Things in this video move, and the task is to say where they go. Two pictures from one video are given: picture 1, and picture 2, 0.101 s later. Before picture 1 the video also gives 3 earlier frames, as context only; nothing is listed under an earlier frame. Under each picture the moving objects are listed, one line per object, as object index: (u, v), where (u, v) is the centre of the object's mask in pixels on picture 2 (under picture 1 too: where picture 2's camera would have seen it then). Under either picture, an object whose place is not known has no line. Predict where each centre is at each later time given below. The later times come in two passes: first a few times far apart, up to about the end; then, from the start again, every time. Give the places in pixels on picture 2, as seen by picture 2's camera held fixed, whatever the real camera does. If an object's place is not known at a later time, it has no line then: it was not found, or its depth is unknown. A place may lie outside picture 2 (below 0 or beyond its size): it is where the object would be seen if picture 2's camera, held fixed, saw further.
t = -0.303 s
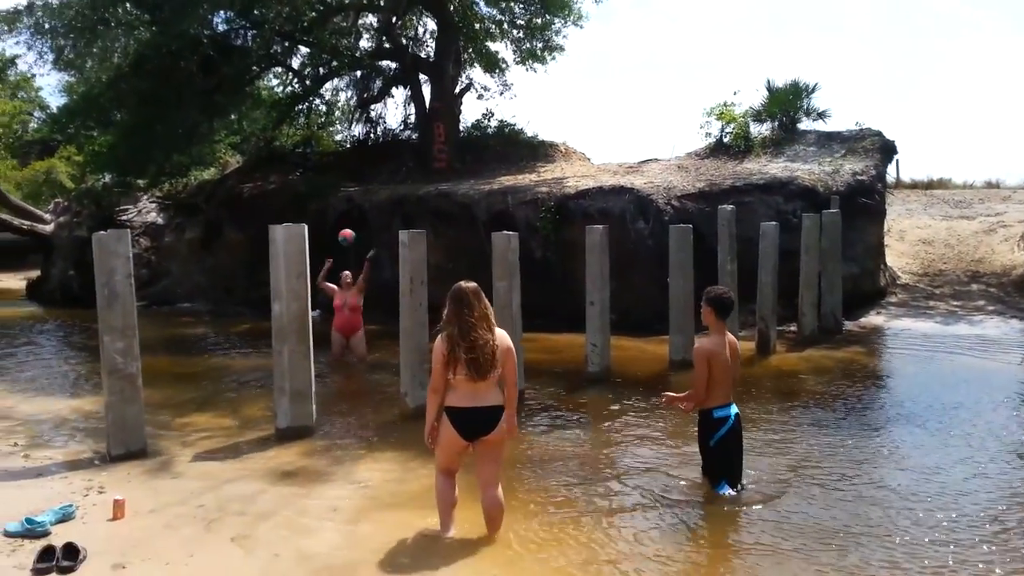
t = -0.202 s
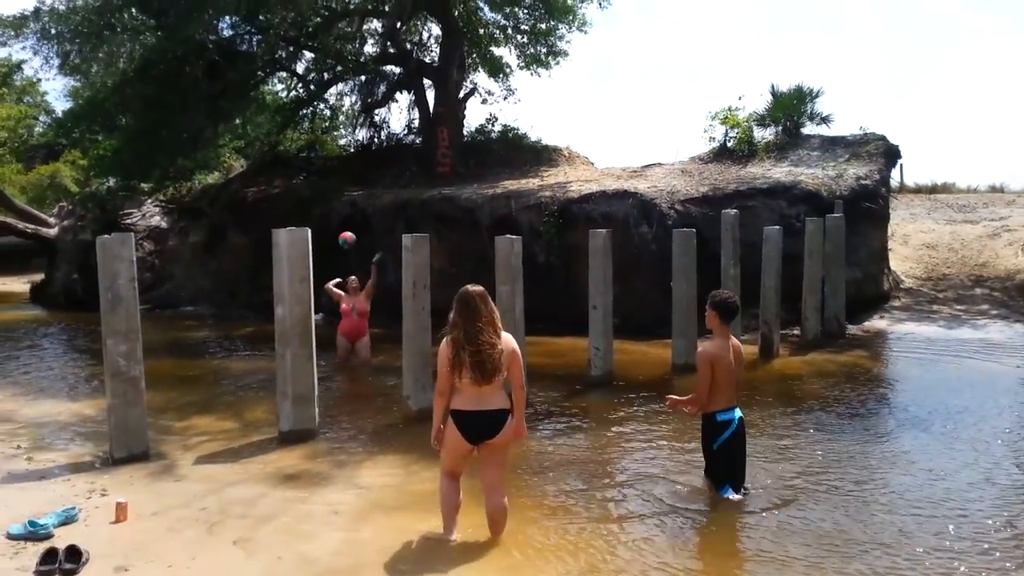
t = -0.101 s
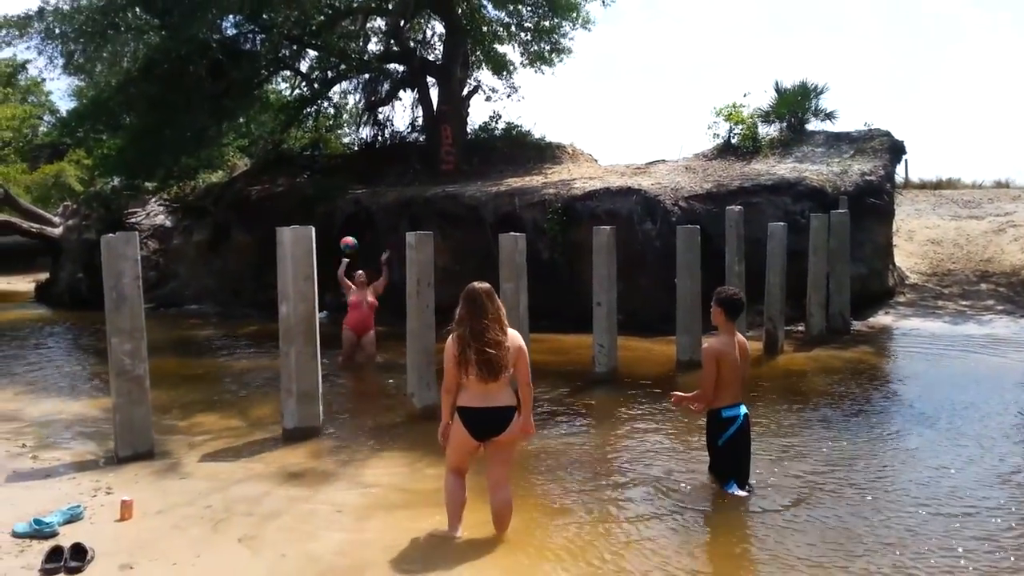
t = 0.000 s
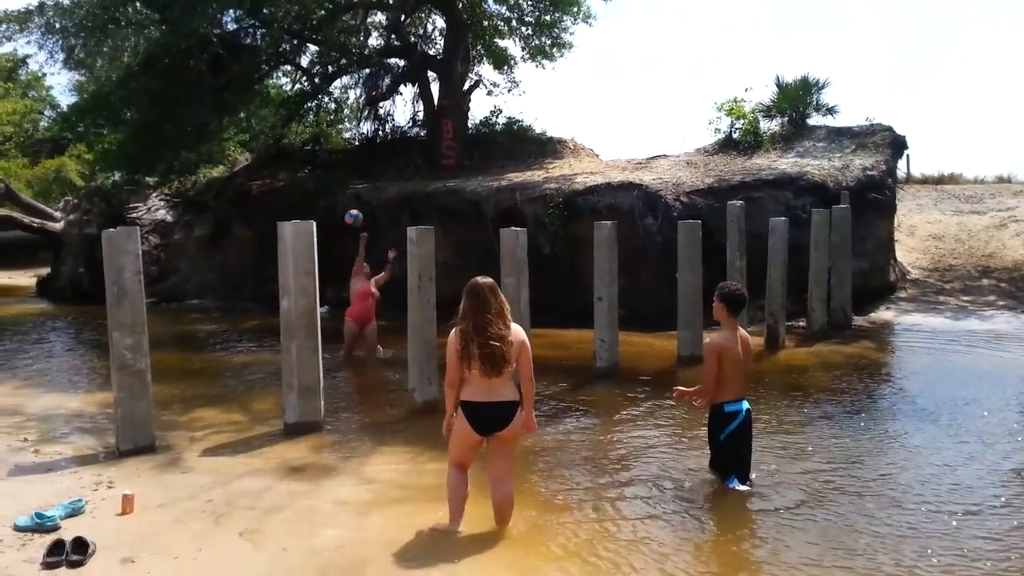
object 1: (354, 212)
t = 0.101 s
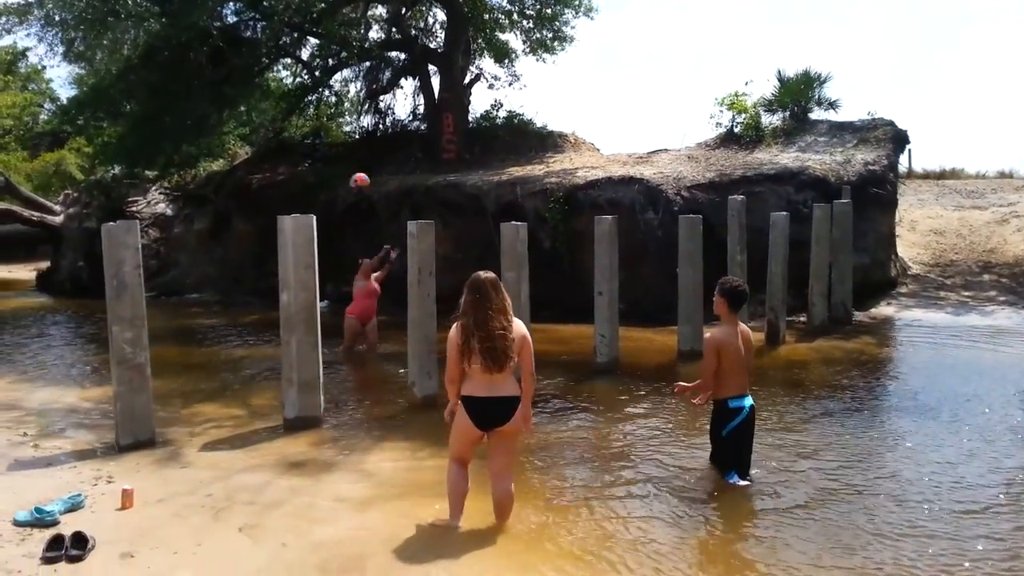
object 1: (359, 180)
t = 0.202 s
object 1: (367, 156)
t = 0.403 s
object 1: (386, 126)
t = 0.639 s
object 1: (417, 144)
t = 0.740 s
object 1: (437, 178)
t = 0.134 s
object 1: (362, 171)
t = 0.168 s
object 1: (364, 163)
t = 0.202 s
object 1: (367, 156)
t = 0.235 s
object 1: (370, 149)
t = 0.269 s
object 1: (373, 143)
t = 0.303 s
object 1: (377, 137)
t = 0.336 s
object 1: (380, 132)
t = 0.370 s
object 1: (383, 128)
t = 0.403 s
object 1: (386, 126)
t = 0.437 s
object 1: (390, 124)
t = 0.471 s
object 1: (394, 124)
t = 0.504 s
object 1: (398, 125)
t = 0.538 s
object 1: (402, 127)
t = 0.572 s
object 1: (407, 132)
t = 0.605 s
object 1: (412, 137)
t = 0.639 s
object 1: (417, 144)
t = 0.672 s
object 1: (424, 154)
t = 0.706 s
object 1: (430, 164)
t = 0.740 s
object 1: (437, 178)
